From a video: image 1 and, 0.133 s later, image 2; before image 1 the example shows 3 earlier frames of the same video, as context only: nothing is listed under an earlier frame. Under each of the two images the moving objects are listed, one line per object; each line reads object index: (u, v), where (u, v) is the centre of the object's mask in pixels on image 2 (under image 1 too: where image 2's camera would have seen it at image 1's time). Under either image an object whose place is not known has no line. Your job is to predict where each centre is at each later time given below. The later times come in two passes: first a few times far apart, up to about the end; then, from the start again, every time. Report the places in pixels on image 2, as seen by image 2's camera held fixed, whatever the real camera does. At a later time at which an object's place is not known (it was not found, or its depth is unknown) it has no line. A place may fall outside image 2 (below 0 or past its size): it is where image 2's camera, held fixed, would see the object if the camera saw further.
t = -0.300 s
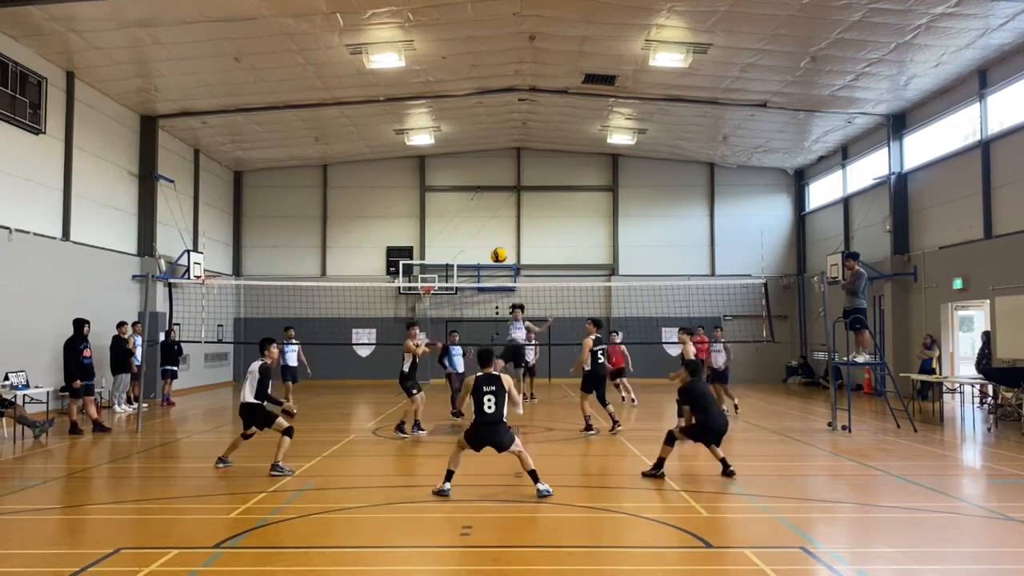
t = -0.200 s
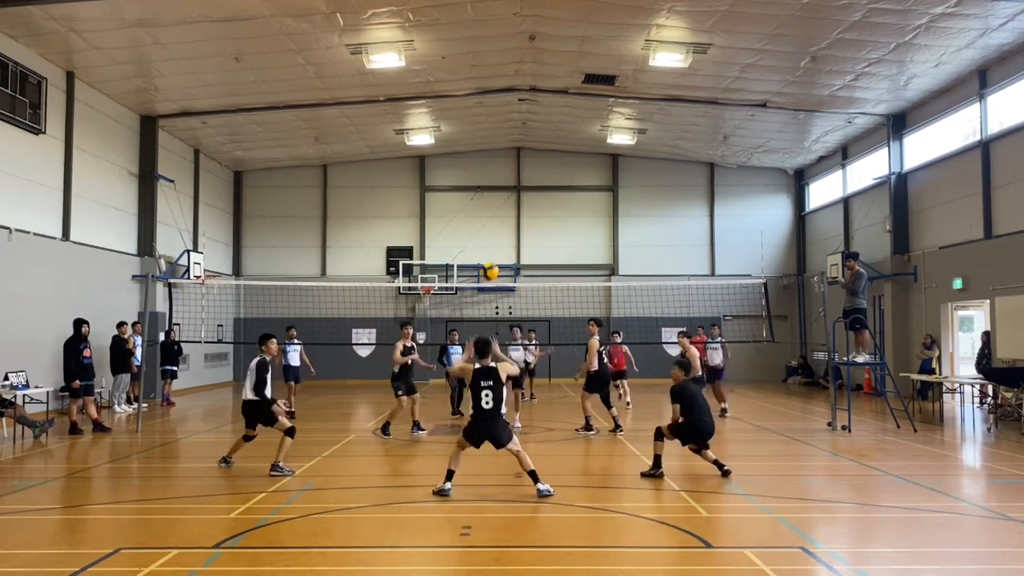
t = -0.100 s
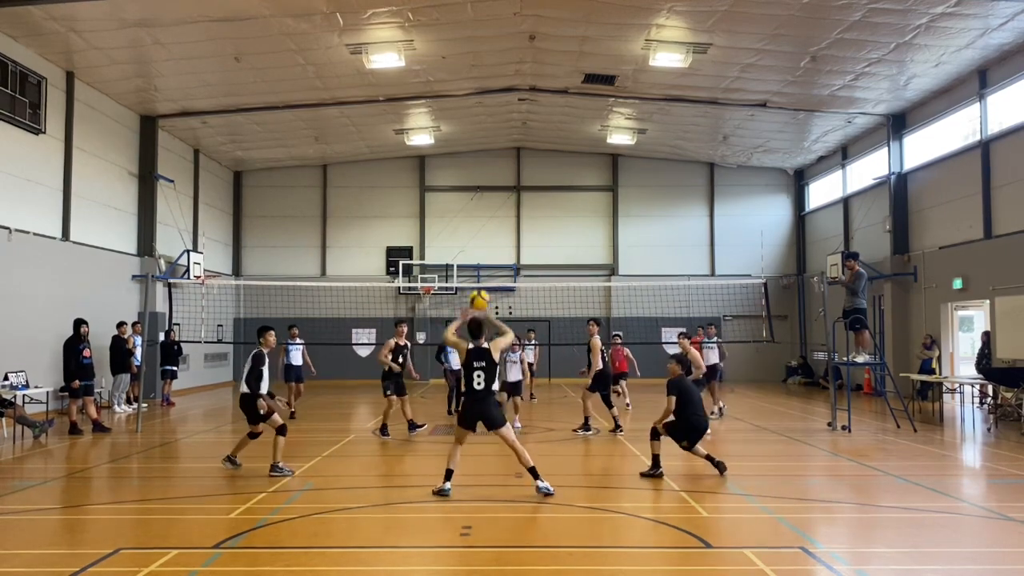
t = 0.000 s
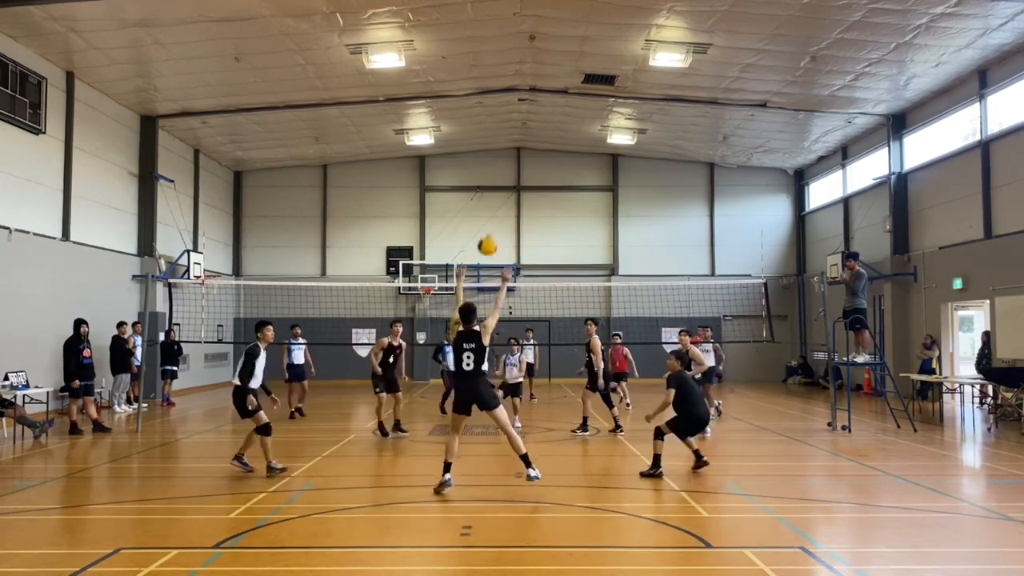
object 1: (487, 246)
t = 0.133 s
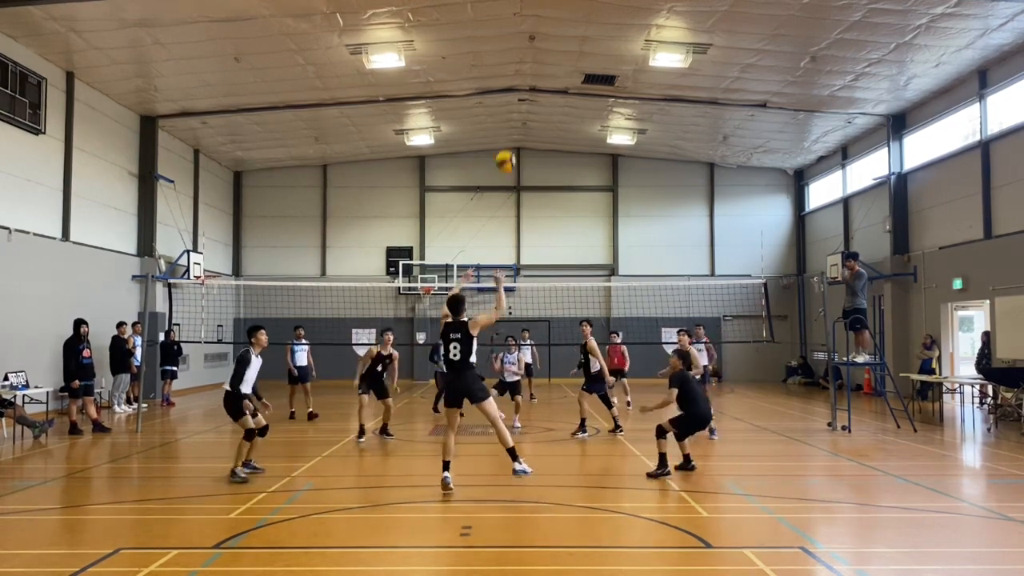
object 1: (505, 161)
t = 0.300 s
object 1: (526, 85)
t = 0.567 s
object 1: (552, 29)
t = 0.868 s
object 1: (581, 41)
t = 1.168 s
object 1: (605, 118)
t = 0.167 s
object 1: (509, 143)
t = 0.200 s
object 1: (514, 127)
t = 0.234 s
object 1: (519, 112)
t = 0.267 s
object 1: (522, 98)
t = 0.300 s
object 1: (526, 85)
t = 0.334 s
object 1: (529, 75)
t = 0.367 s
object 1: (533, 66)
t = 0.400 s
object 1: (536, 57)
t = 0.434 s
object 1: (540, 48)
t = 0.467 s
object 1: (543, 42)
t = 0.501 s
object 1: (547, 36)
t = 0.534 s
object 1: (549, 32)
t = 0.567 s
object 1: (552, 29)
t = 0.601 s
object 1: (556, 26)
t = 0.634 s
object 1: (559, 25)
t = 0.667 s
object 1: (562, 25)
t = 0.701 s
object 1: (566, 25)
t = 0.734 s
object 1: (568, 26)
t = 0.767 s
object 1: (572, 28)
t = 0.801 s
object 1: (575, 31)
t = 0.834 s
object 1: (578, 36)
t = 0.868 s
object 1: (581, 41)
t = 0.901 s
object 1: (584, 46)
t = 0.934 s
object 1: (586, 53)
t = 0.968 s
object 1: (589, 60)
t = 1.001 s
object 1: (592, 68)
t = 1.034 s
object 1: (593, 77)
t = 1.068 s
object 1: (597, 85)
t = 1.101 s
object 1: (600, 95)
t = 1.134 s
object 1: (603, 106)
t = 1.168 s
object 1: (605, 118)
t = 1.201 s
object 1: (607, 131)
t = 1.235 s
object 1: (609, 144)
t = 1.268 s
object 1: (613, 156)
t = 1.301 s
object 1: (615, 170)
